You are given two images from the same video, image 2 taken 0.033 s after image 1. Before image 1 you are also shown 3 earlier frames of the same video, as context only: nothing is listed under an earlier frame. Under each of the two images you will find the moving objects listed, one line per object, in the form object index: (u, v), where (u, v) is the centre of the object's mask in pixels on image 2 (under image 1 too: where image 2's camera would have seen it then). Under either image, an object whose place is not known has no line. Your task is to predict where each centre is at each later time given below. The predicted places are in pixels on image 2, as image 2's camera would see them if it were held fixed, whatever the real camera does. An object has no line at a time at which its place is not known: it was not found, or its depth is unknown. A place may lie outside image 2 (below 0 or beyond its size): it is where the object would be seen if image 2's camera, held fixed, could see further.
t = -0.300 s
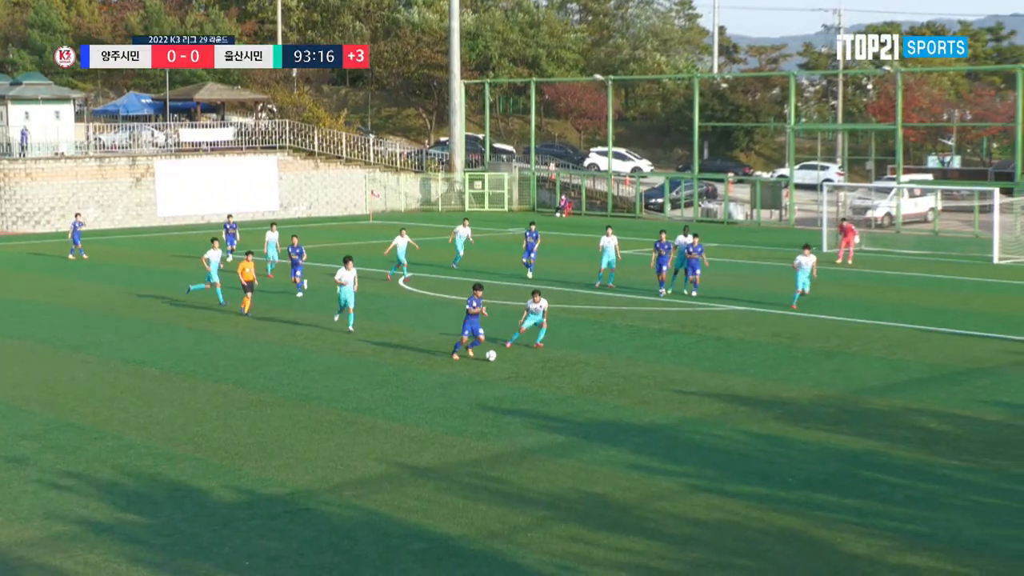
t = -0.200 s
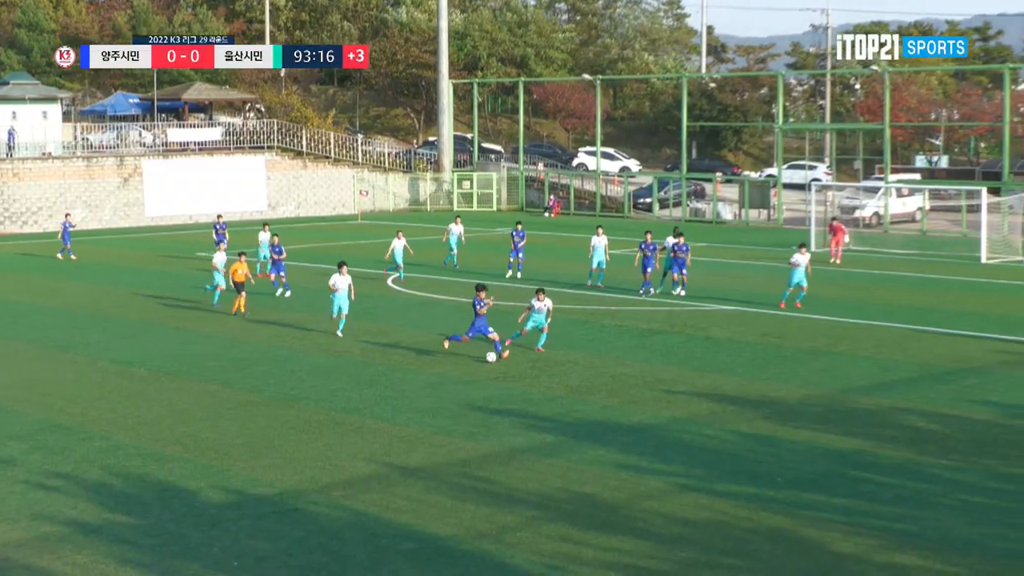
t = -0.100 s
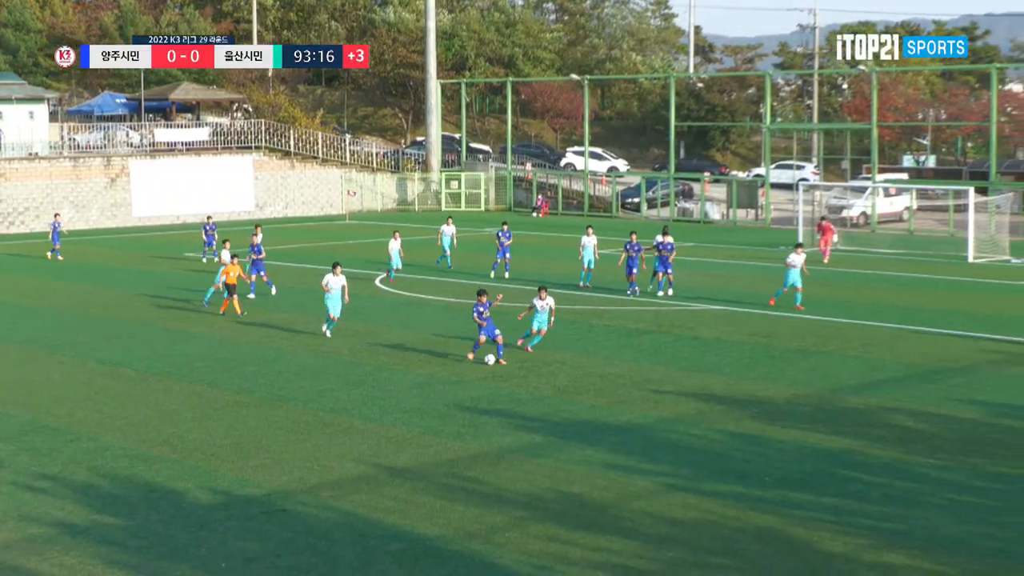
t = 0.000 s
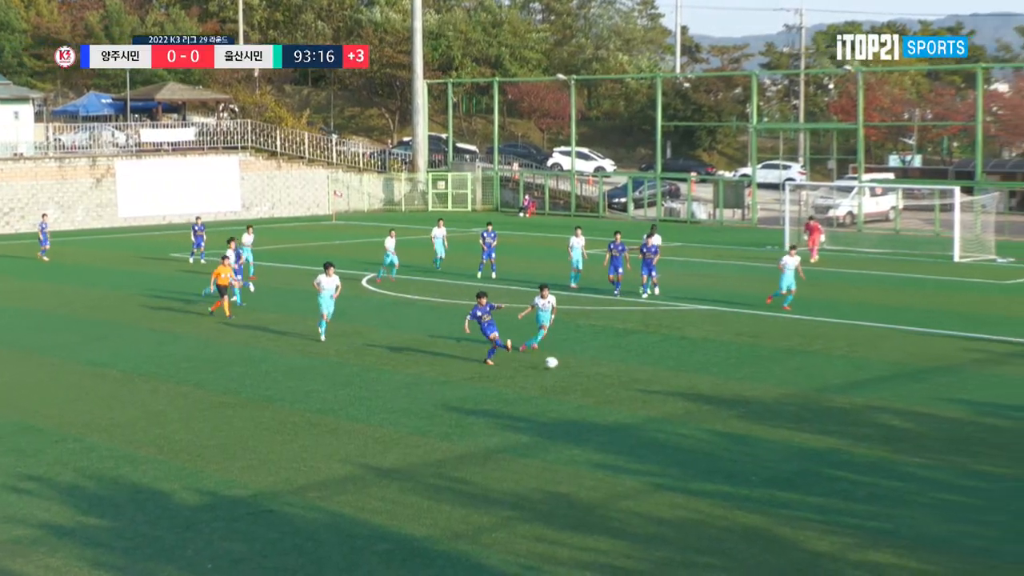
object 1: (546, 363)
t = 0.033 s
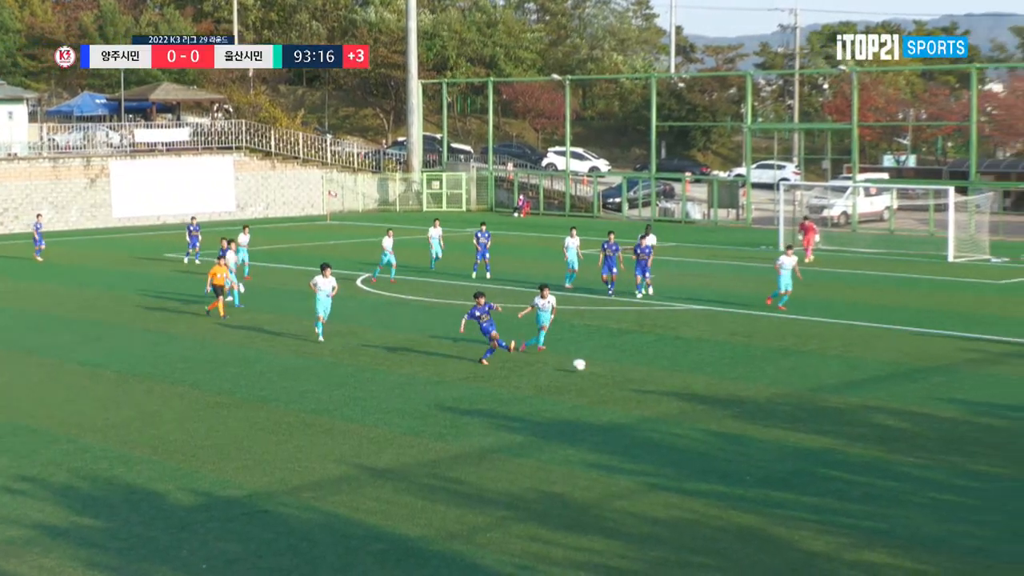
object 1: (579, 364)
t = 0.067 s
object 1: (612, 367)
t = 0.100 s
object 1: (645, 371)
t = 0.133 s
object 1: (677, 374)
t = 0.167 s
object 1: (708, 375)
